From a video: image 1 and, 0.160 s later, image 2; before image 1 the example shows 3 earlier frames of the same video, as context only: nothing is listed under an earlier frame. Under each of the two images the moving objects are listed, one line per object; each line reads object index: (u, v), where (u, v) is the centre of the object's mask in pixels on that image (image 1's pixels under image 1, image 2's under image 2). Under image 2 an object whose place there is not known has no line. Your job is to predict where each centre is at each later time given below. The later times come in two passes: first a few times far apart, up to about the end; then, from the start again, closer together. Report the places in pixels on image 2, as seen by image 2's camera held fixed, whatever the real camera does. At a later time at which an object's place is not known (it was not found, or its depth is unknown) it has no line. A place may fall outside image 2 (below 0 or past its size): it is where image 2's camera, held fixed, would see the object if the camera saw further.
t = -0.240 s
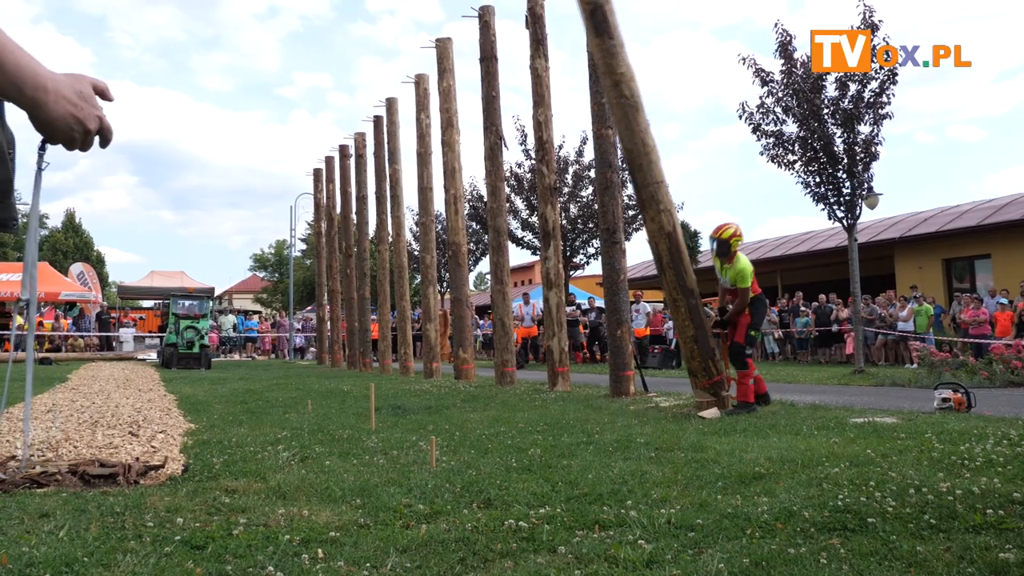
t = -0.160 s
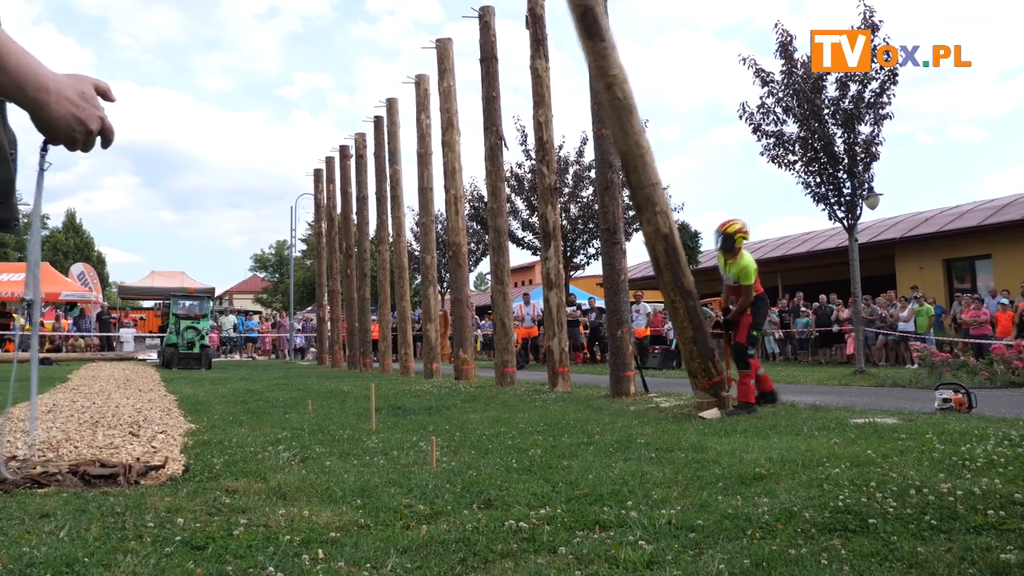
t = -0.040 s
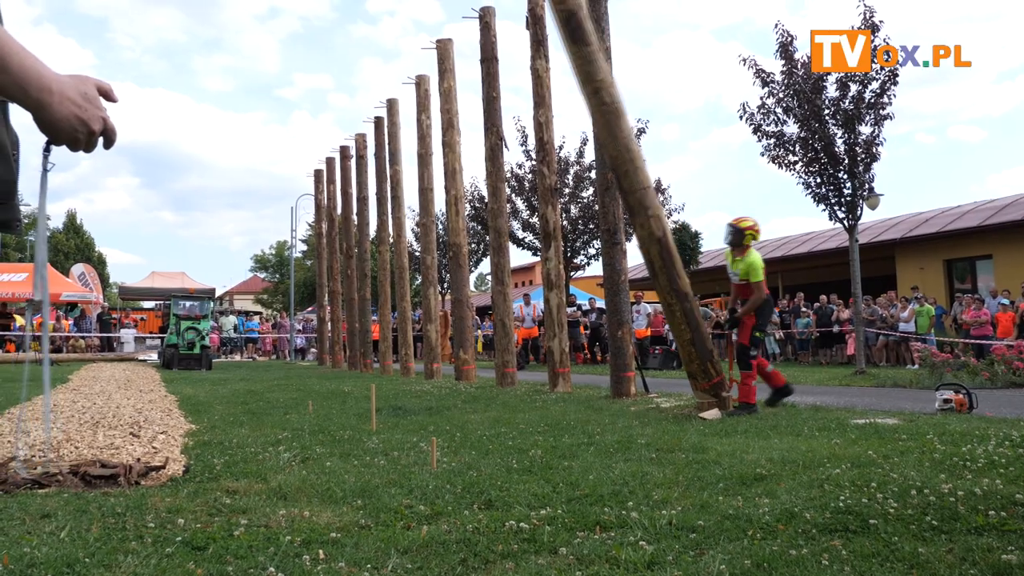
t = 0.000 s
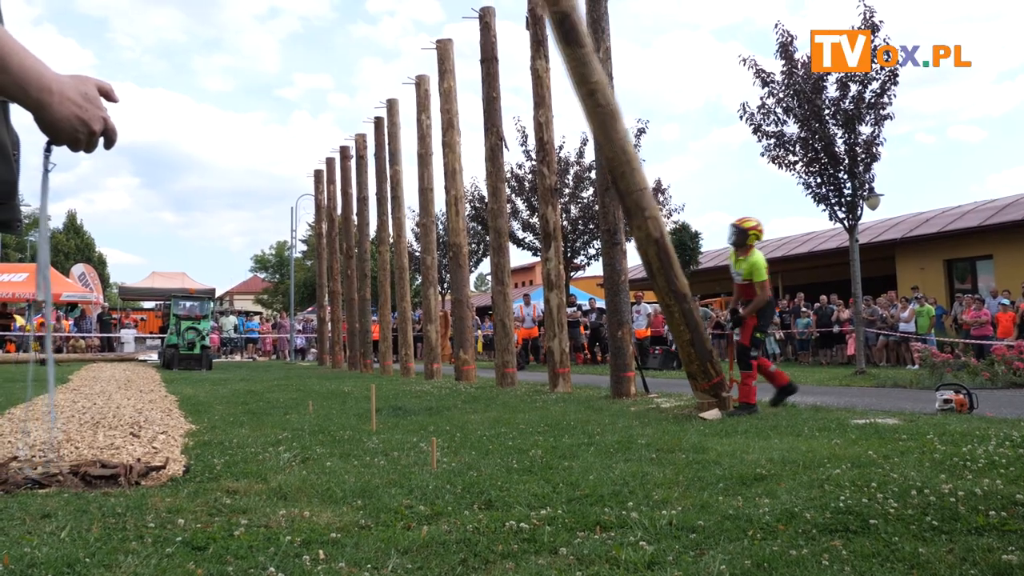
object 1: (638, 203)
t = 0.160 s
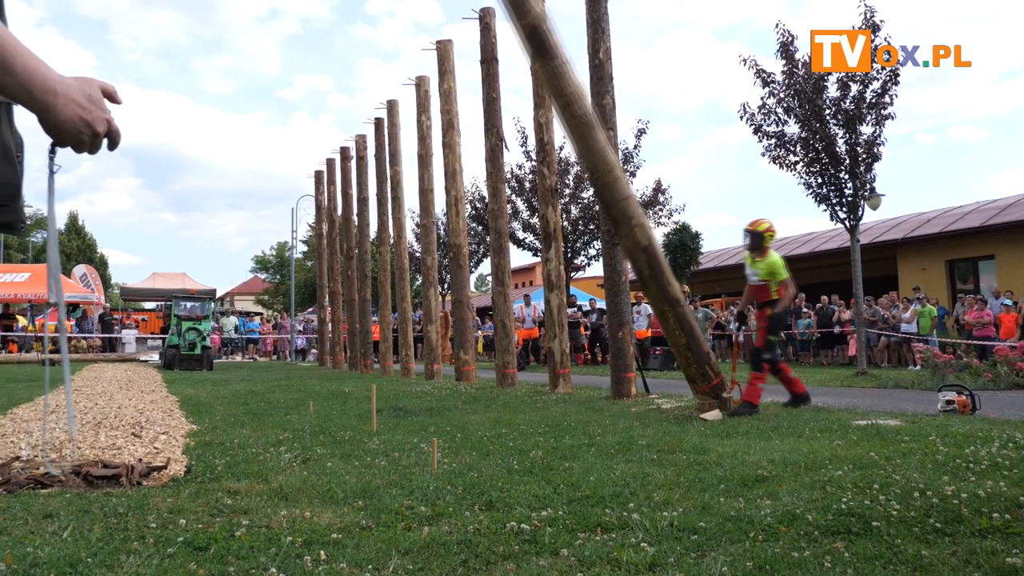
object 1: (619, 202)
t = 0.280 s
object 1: (599, 202)
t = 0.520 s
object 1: (510, 187)
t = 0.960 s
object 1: (349, 416)
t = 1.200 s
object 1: (378, 375)
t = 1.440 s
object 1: (372, 400)
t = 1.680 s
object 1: (363, 413)
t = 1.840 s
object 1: (364, 413)
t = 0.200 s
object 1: (613, 201)
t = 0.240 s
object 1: (607, 203)
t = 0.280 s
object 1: (599, 202)
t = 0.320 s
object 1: (589, 202)
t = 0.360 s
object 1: (580, 201)
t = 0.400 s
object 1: (569, 201)
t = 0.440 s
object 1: (550, 195)
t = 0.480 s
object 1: (532, 192)
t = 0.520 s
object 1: (510, 187)
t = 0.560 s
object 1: (482, 182)
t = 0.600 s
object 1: (445, 175)
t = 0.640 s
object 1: (408, 173)
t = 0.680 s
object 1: (387, 187)
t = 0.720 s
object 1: (363, 207)
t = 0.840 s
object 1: (338, 300)
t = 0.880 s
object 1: (437, 359)
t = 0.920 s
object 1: (368, 386)
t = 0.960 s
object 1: (349, 416)
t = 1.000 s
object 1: (380, 409)
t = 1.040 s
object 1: (367, 398)
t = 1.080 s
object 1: (373, 389)
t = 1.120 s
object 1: (374, 382)
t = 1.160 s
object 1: (378, 378)
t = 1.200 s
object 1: (378, 375)
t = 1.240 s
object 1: (378, 375)
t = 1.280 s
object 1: (373, 376)
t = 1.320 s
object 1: (373, 379)
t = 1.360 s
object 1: (373, 385)
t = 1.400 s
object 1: (368, 391)
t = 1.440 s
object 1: (372, 400)
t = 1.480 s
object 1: (360, 408)
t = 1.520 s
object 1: (369, 412)
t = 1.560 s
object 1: (366, 411)
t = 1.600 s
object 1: (366, 411)
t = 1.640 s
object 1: (362, 411)
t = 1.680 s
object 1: (363, 413)
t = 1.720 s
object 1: (365, 413)
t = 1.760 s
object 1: (365, 413)
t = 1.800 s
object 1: (364, 413)
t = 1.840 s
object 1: (364, 413)
